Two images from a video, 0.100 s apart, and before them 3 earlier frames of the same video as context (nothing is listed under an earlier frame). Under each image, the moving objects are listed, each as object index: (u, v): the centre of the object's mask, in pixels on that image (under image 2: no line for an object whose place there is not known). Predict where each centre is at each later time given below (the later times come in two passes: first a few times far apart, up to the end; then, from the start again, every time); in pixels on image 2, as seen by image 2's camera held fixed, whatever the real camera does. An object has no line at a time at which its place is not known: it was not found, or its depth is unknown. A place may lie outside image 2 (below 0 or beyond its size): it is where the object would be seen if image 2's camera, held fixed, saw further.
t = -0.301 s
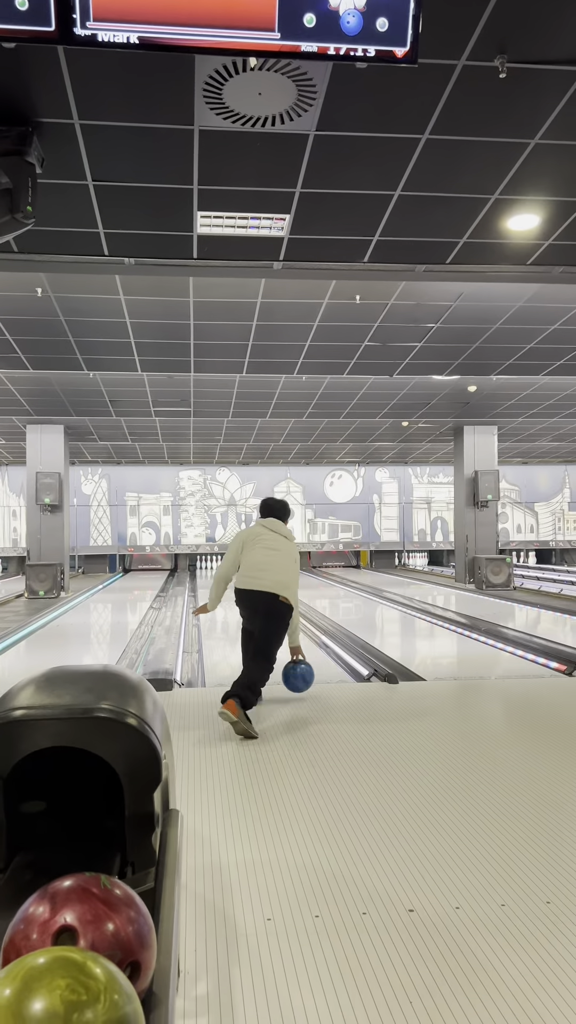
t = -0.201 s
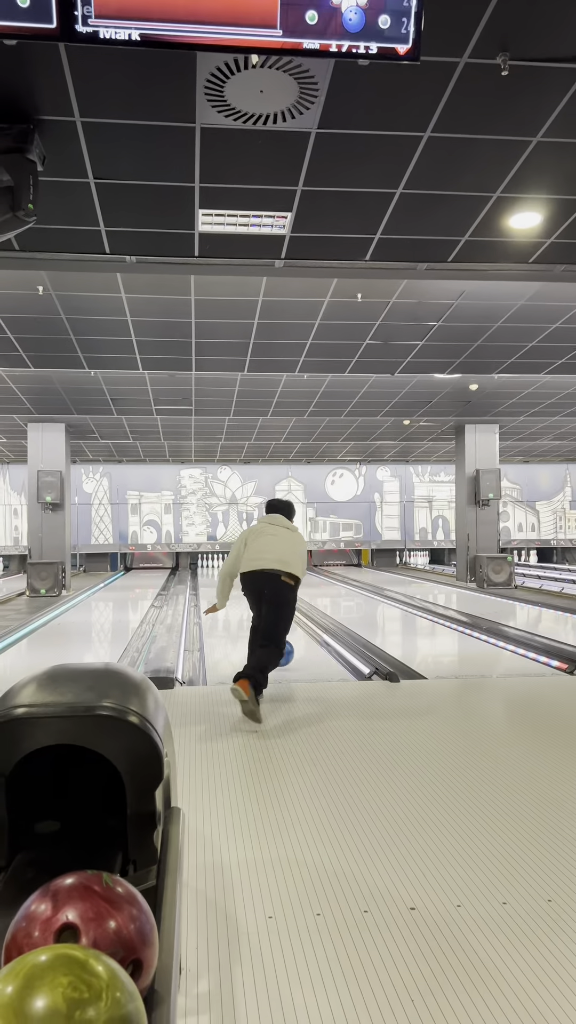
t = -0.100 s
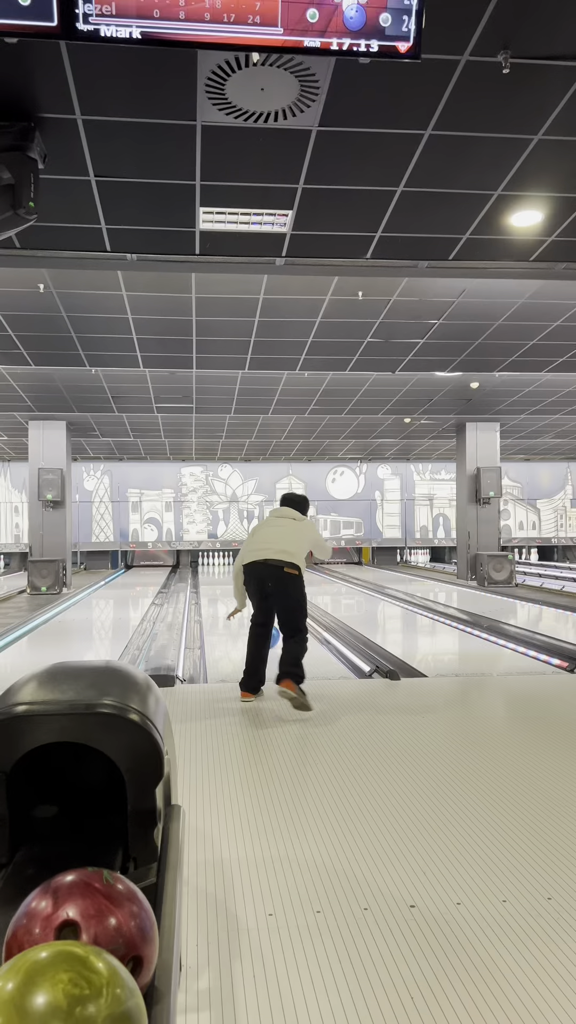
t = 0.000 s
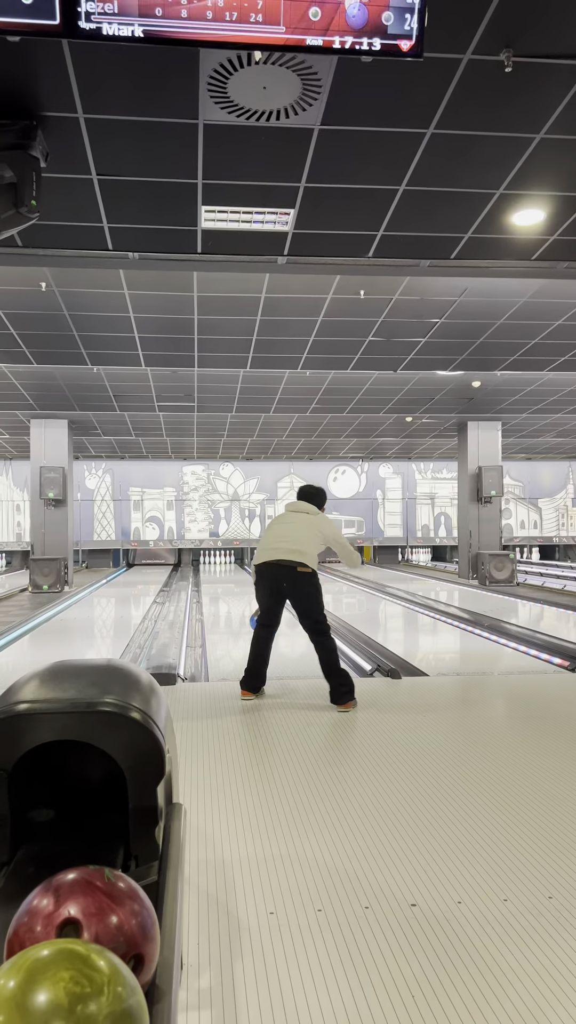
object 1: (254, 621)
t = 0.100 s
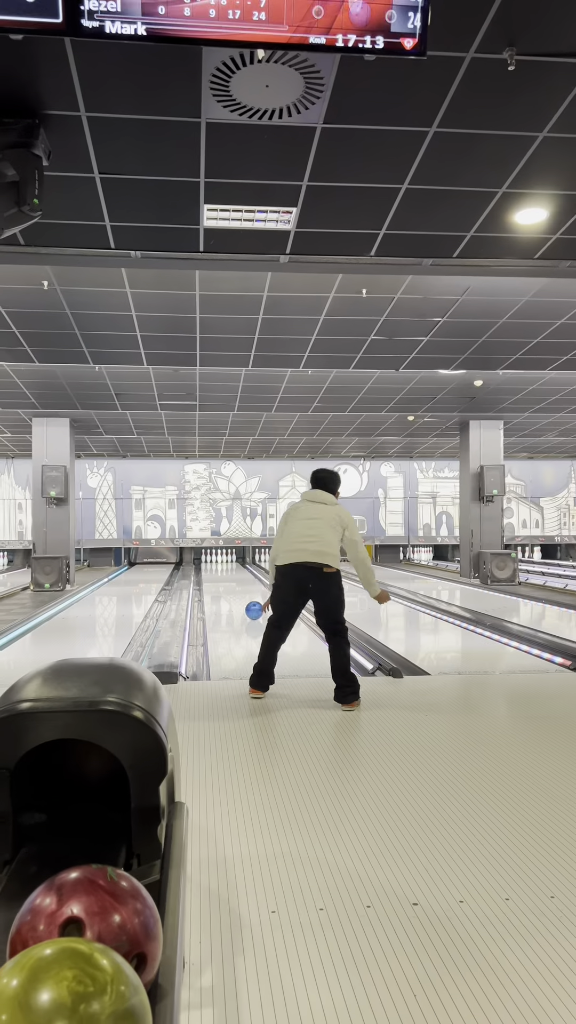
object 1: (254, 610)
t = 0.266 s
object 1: (246, 598)
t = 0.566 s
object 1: (236, 583)
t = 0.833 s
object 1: (231, 575)
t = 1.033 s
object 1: (228, 570)
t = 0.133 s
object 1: (252, 608)
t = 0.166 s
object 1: (250, 605)
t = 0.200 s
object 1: (249, 602)
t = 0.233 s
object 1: (247, 600)
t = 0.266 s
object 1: (246, 598)
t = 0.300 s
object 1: (244, 596)
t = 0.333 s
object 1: (243, 594)
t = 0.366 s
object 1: (242, 592)
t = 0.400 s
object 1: (241, 591)
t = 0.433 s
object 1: (240, 589)
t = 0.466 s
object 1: (239, 587)
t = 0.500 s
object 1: (238, 586)
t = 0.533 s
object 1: (237, 585)
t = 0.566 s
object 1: (236, 583)
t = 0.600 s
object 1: (235, 582)
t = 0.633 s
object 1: (235, 581)
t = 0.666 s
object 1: (234, 580)
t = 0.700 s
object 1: (233, 579)
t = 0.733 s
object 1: (233, 578)
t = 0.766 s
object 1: (232, 577)
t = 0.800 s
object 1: (232, 576)
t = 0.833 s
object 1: (231, 575)
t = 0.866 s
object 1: (231, 574)
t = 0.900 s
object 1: (230, 573)
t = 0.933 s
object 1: (230, 572)
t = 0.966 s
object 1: (229, 572)
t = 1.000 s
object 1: (229, 571)
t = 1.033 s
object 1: (228, 570)
